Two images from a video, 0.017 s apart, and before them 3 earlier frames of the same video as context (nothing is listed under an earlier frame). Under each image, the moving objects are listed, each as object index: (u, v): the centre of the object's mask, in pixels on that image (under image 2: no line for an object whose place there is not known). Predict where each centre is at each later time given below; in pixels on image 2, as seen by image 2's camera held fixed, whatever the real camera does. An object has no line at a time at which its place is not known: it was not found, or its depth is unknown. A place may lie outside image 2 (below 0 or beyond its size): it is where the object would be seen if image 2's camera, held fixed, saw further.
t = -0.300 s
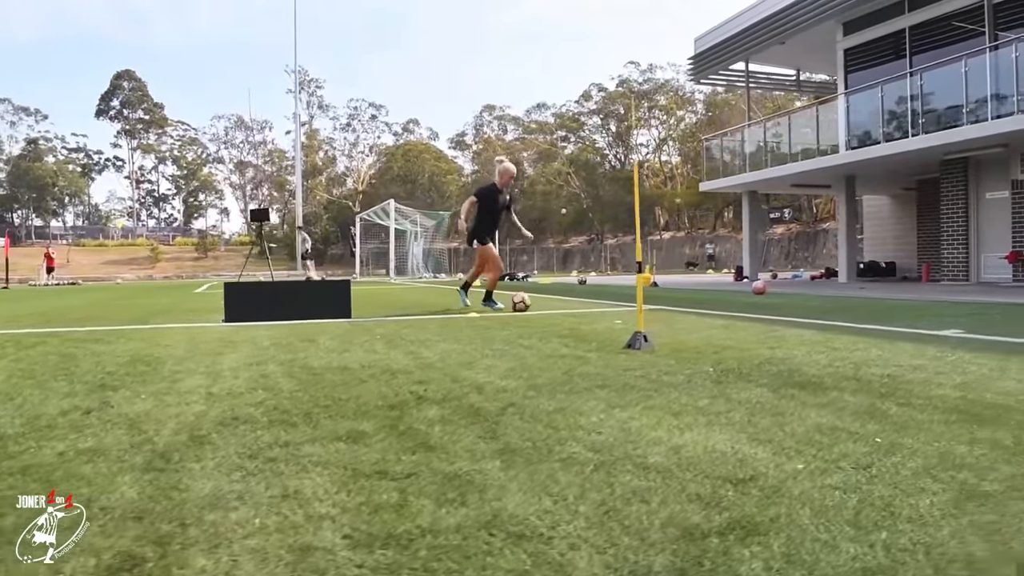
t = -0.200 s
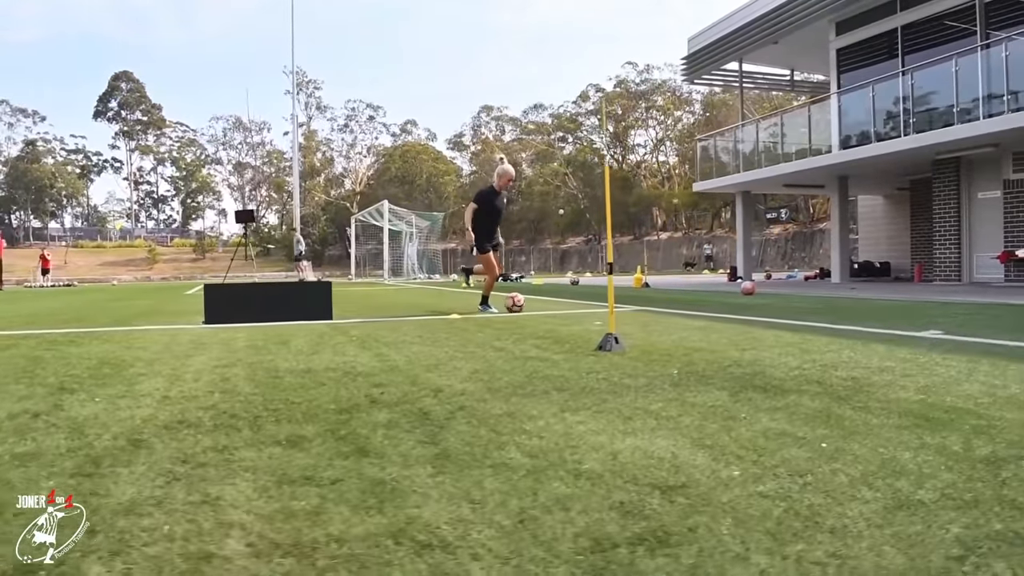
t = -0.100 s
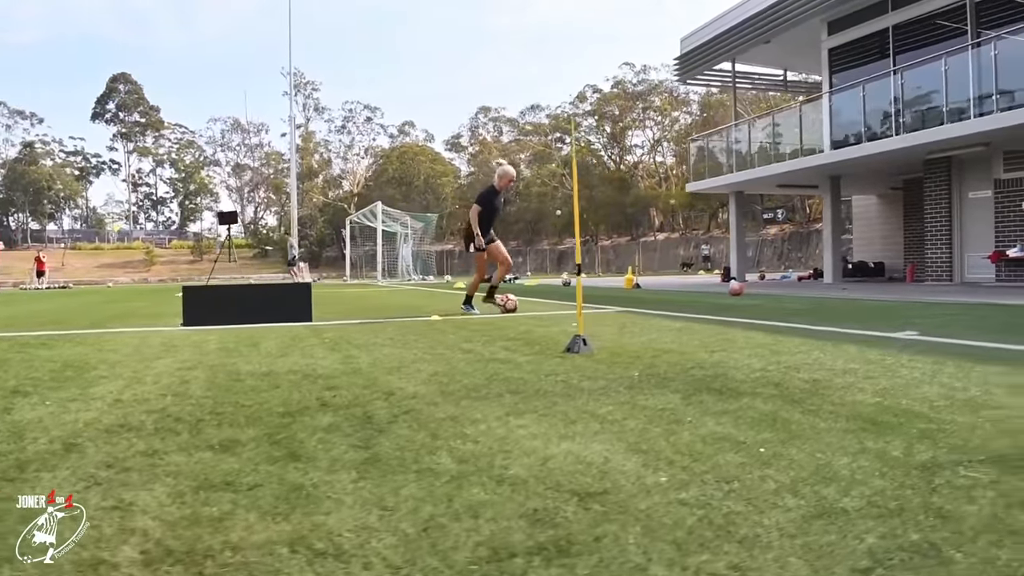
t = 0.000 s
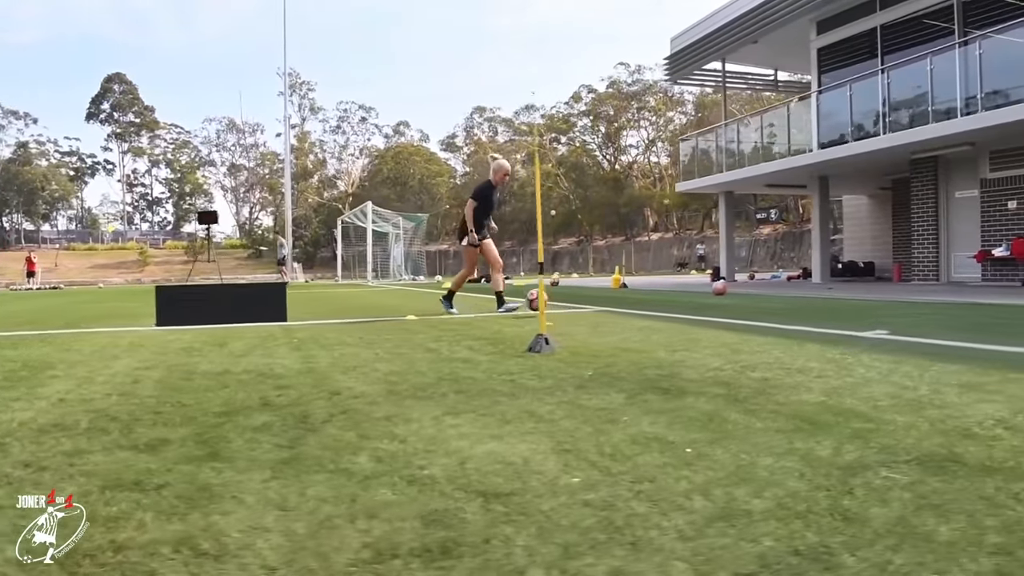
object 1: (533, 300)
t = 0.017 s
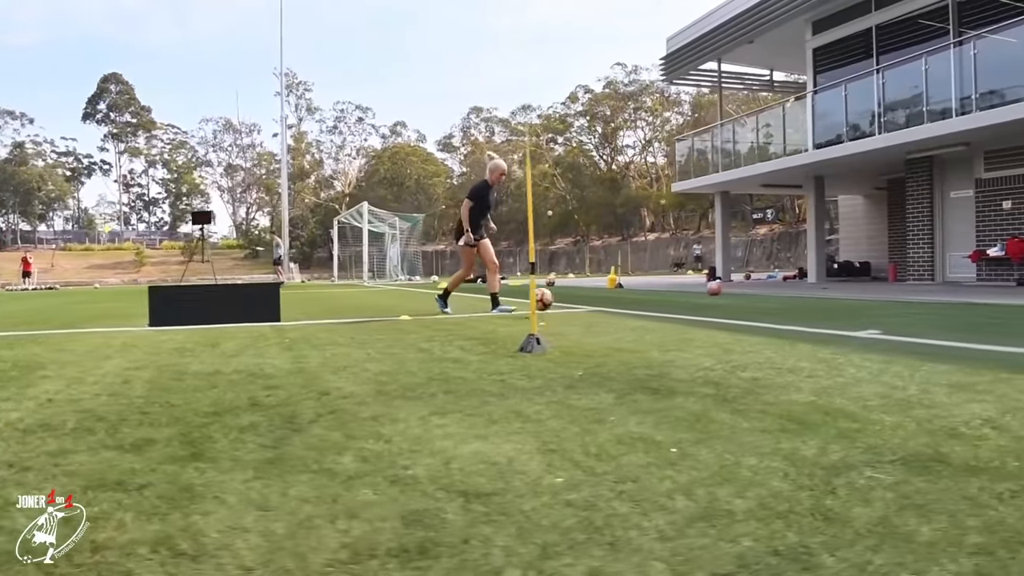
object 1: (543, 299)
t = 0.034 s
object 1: (553, 299)
